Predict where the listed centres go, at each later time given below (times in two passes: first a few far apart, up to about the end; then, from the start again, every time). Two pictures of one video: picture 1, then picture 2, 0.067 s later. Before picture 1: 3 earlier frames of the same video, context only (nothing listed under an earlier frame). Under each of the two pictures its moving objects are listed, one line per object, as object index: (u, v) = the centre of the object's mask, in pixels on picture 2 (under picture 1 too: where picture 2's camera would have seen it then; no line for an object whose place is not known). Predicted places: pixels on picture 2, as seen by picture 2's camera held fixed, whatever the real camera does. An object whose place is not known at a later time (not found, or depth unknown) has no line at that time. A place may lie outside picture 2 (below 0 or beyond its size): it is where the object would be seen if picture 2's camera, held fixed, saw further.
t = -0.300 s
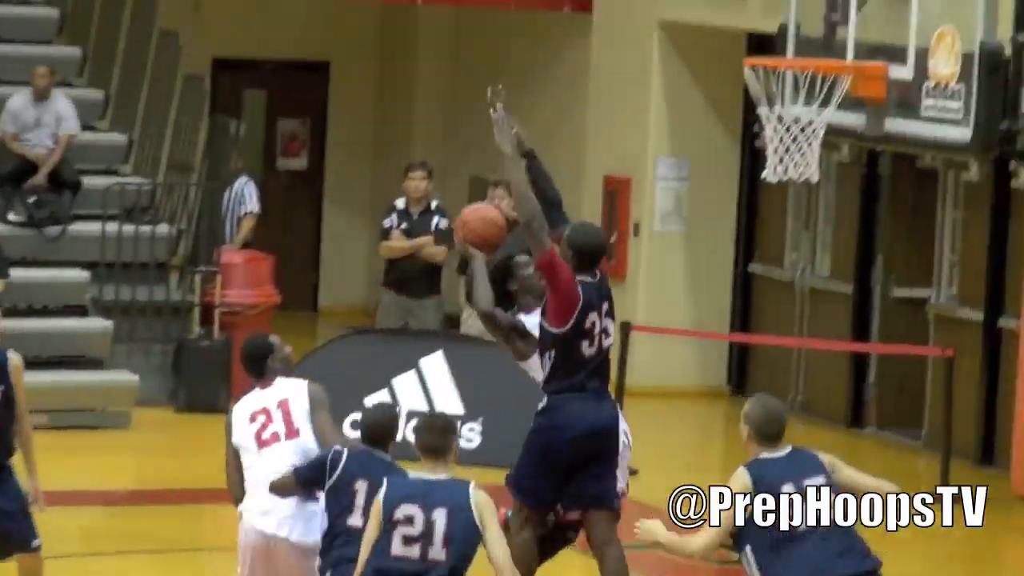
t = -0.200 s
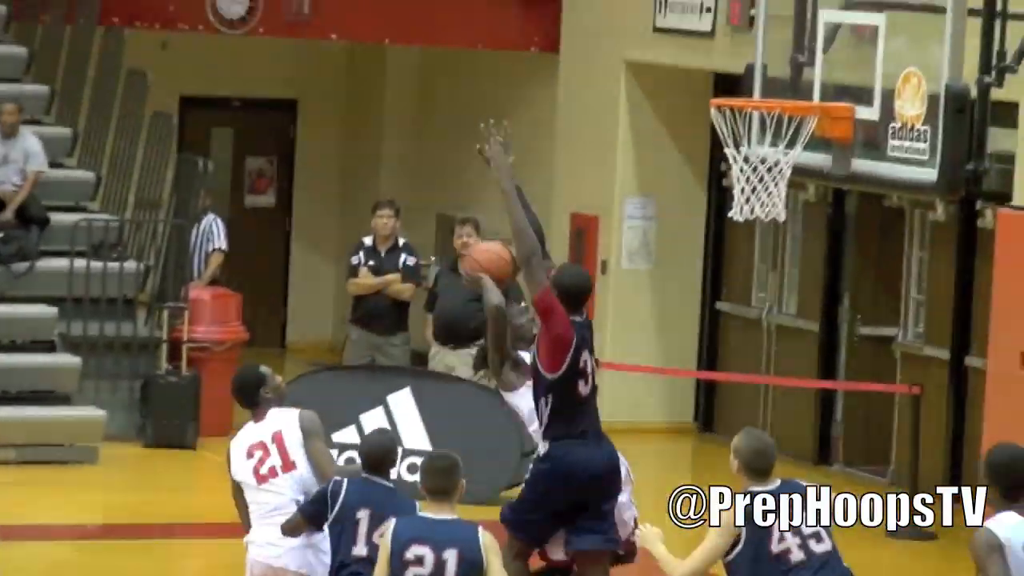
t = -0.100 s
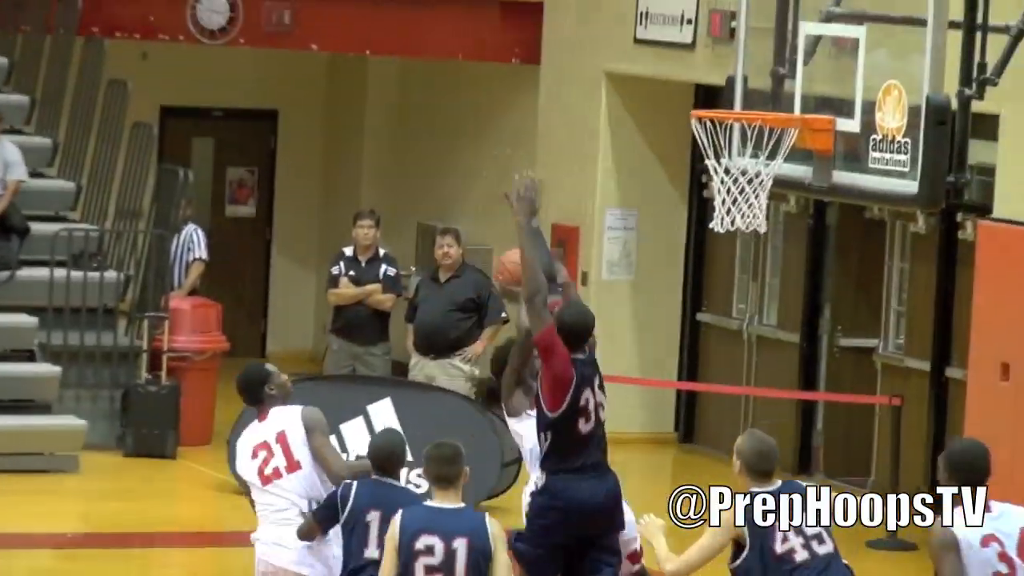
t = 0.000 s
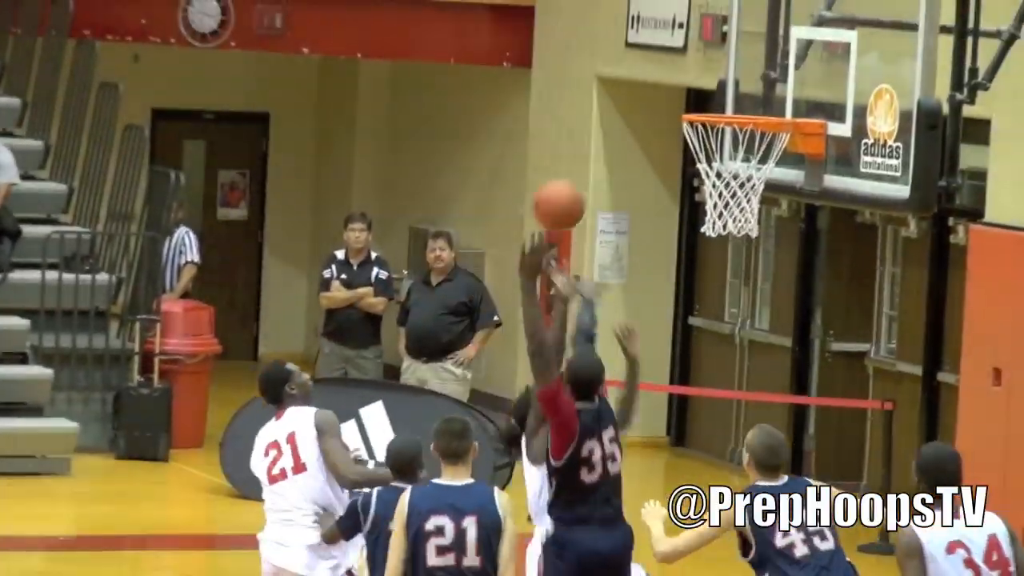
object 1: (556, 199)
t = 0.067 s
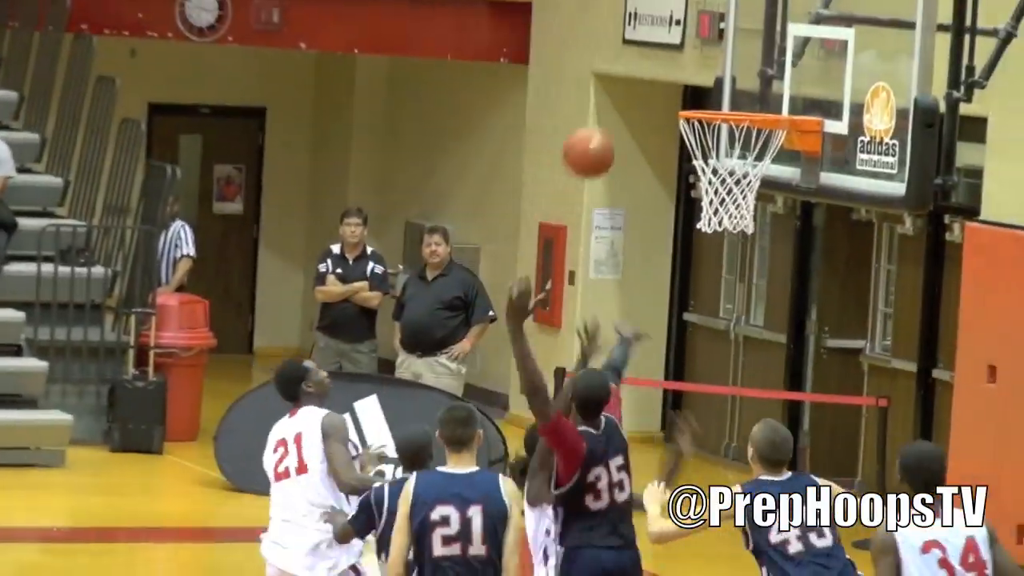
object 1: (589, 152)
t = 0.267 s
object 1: (690, 58)
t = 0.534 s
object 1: (728, 62)
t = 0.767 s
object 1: (697, 55)
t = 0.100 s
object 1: (605, 130)
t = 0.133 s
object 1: (623, 111)
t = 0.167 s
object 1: (639, 95)
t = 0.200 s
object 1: (655, 80)
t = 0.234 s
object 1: (672, 68)
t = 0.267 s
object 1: (690, 58)
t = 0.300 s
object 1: (705, 49)
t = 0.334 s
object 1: (722, 44)
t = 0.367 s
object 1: (738, 41)
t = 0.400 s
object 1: (749, 40)
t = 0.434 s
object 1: (744, 42)
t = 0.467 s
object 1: (739, 46)
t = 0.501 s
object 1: (733, 53)
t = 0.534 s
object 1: (728, 62)
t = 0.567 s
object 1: (721, 74)
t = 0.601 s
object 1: (716, 86)
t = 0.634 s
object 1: (712, 76)
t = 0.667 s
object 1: (708, 67)
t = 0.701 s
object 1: (705, 61)
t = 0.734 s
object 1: (701, 56)
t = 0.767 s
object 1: (697, 55)
